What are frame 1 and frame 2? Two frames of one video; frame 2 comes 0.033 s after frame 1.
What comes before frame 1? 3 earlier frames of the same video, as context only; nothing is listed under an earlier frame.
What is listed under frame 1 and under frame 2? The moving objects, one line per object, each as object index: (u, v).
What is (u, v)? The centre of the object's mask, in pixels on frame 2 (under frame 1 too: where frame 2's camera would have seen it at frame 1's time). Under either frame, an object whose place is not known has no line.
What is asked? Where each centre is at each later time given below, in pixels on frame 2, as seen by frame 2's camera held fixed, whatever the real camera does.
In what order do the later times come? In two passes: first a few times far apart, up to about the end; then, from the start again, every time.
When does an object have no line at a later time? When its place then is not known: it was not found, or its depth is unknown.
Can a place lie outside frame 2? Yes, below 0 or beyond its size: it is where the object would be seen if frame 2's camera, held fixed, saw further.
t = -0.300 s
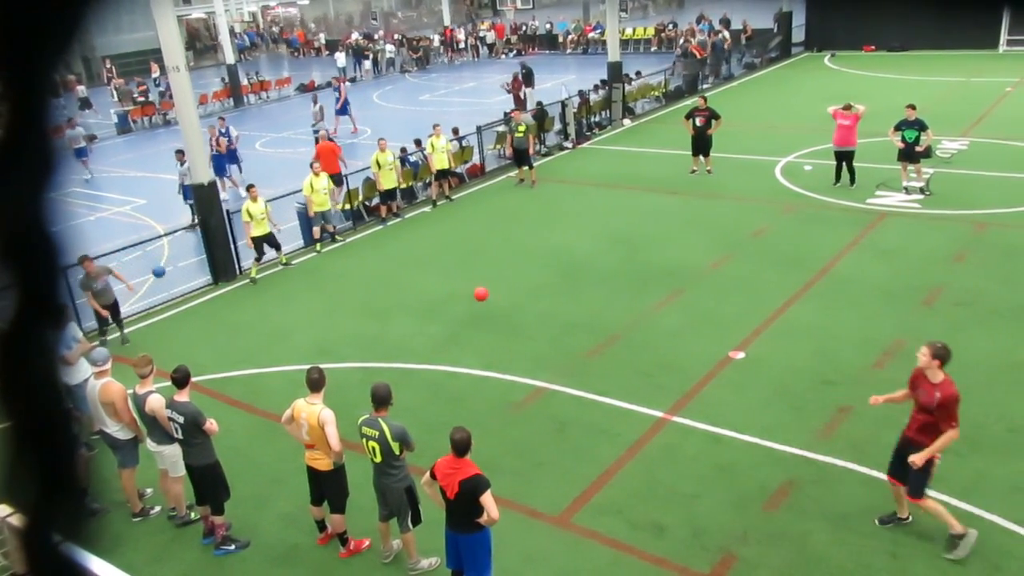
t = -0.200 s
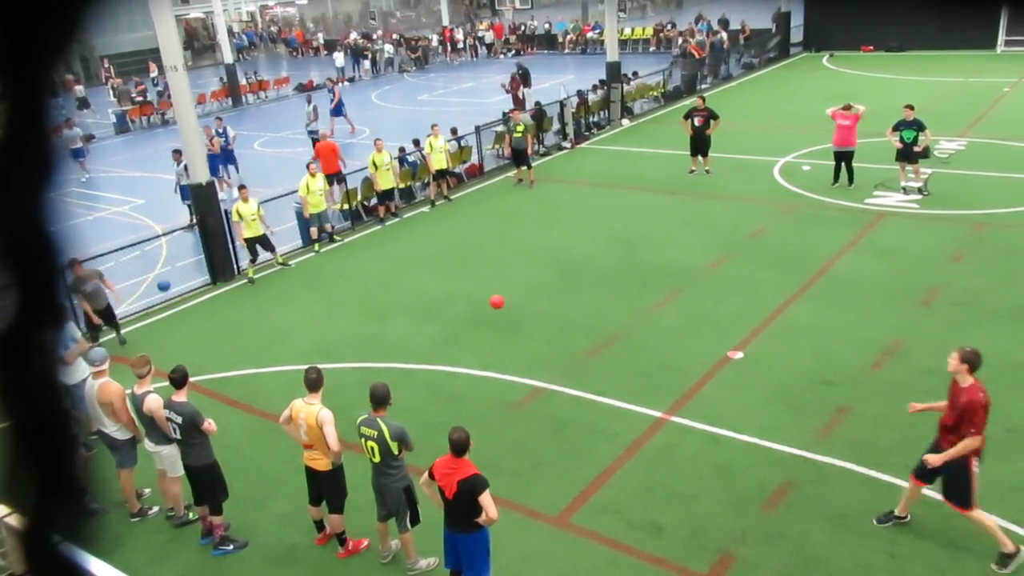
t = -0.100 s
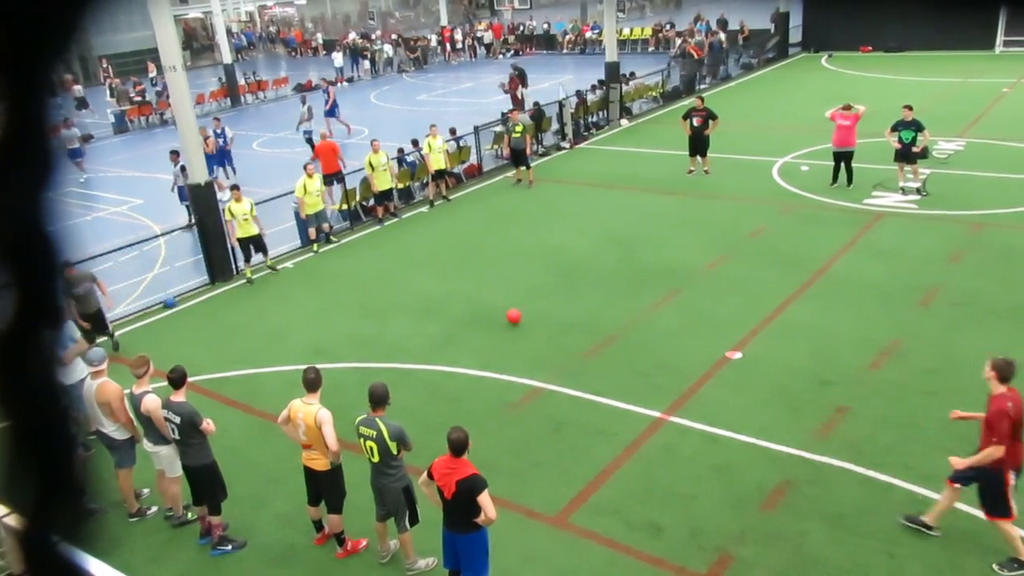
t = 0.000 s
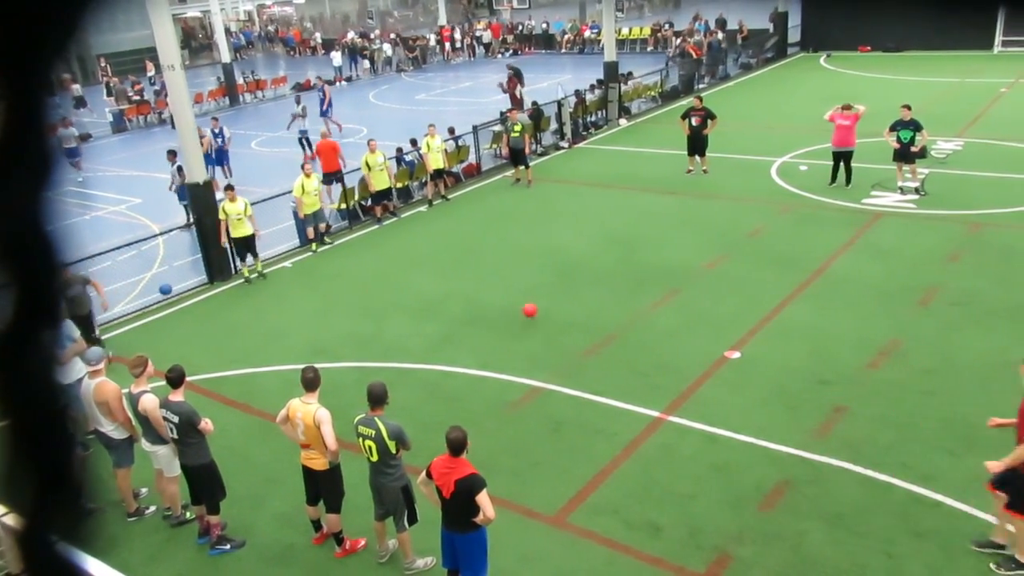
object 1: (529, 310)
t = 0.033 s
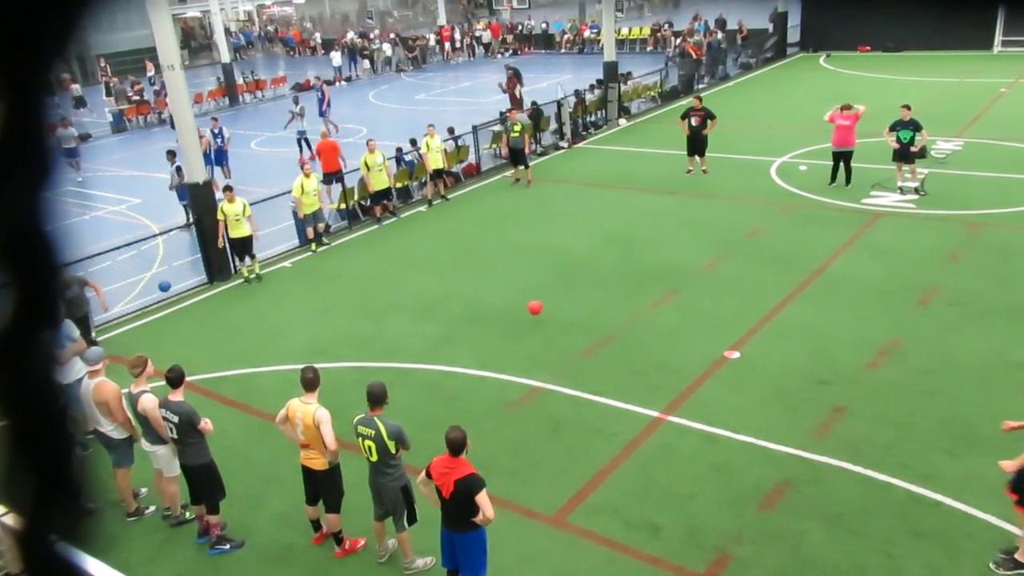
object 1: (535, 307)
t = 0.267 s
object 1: (577, 308)
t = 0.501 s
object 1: (616, 307)
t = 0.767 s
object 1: (659, 308)
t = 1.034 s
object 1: (702, 308)
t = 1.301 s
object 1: (742, 305)
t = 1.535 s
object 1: (776, 303)
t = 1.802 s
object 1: (811, 300)
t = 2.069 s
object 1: (845, 297)
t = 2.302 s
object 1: (873, 294)
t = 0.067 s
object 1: (541, 305)
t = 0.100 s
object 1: (546, 304)
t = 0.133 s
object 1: (553, 304)
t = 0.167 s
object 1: (559, 304)
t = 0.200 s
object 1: (564, 304)
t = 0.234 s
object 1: (571, 306)
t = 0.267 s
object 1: (577, 308)
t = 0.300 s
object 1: (582, 311)
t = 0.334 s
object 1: (589, 315)
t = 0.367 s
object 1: (594, 315)
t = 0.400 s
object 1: (599, 312)
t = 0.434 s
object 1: (605, 309)
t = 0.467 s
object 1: (611, 308)
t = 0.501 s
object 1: (616, 307)
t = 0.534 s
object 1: (622, 307)
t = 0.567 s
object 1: (627, 308)
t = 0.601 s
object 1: (632, 309)
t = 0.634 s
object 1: (639, 312)
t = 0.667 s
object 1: (643, 312)
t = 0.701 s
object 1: (649, 311)
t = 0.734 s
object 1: (654, 309)
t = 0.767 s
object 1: (659, 308)
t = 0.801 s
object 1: (665, 309)
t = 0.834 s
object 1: (671, 310)
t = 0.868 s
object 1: (676, 310)
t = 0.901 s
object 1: (681, 309)
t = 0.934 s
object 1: (686, 308)
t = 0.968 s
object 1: (692, 308)
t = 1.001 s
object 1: (697, 309)
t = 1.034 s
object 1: (702, 308)
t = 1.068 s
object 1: (707, 307)
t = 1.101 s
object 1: (712, 307)
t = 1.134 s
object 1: (717, 307)
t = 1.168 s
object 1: (722, 307)
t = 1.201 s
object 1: (727, 306)
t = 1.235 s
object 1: (732, 306)
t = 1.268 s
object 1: (737, 306)
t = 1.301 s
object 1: (742, 305)
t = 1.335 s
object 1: (747, 305)
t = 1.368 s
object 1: (752, 305)
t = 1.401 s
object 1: (756, 304)
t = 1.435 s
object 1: (761, 304)
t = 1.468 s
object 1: (766, 304)
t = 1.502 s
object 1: (772, 304)
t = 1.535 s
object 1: (776, 303)
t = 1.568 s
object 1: (780, 303)
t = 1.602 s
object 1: (784, 303)
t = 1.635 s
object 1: (789, 302)
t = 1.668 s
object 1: (794, 301)
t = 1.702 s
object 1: (798, 301)
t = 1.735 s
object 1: (803, 301)
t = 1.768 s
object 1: (808, 301)
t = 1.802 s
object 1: (811, 300)
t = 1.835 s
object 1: (816, 300)
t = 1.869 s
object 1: (820, 299)
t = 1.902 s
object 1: (824, 299)
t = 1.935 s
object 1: (829, 299)
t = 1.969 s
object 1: (833, 298)
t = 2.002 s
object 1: (837, 298)
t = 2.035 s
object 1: (841, 297)
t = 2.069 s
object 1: (845, 297)
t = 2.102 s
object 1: (850, 296)
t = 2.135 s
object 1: (853, 296)
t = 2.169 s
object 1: (858, 296)
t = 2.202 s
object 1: (861, 295)
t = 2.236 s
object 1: (865, 295)
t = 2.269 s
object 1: (869, 295)
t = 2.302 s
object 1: (873, 294)
